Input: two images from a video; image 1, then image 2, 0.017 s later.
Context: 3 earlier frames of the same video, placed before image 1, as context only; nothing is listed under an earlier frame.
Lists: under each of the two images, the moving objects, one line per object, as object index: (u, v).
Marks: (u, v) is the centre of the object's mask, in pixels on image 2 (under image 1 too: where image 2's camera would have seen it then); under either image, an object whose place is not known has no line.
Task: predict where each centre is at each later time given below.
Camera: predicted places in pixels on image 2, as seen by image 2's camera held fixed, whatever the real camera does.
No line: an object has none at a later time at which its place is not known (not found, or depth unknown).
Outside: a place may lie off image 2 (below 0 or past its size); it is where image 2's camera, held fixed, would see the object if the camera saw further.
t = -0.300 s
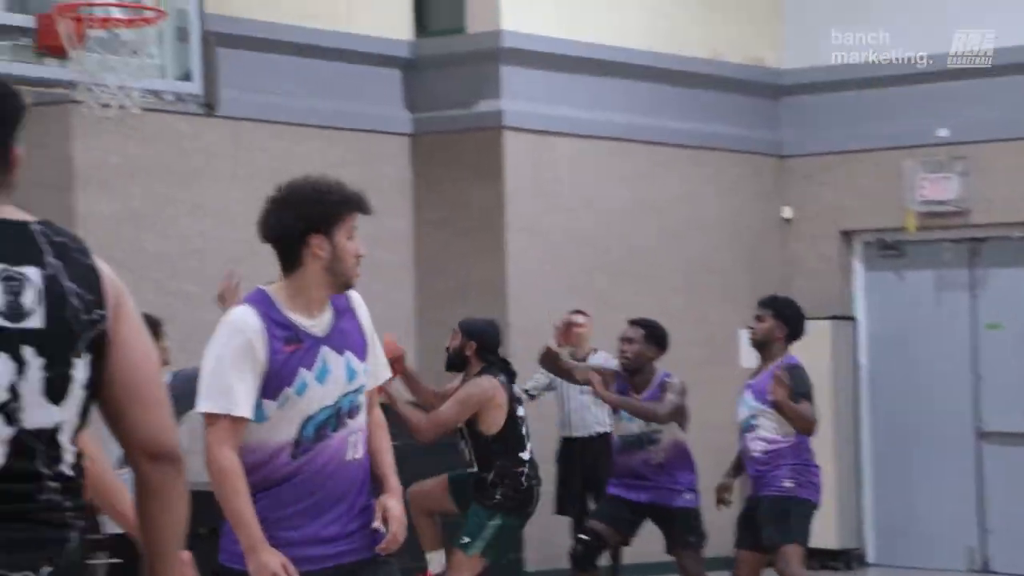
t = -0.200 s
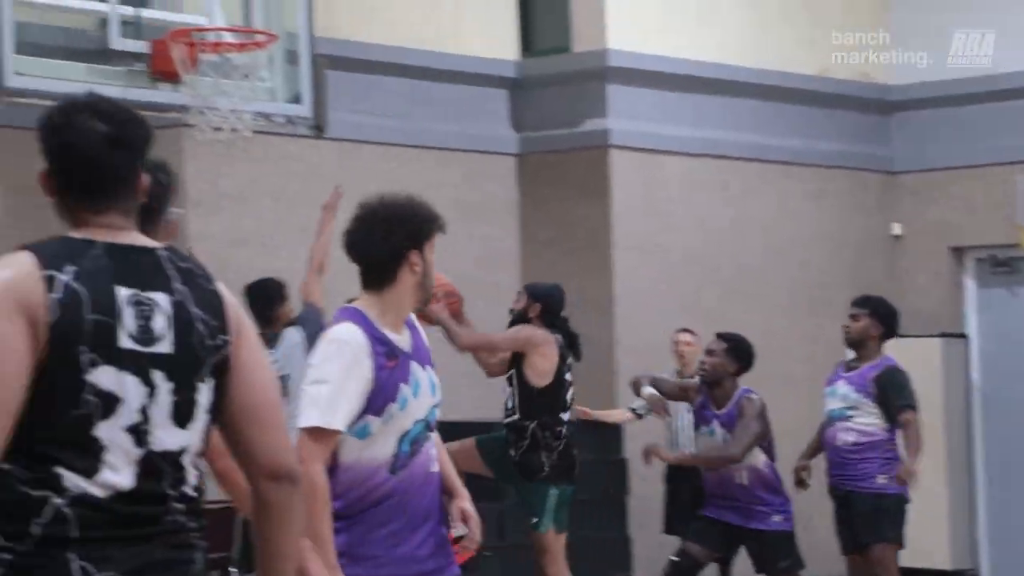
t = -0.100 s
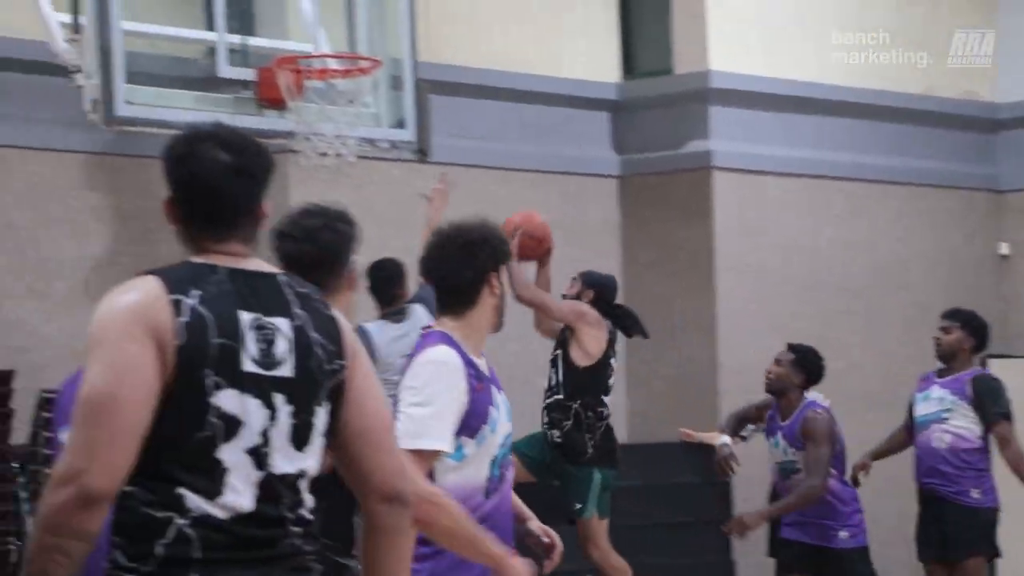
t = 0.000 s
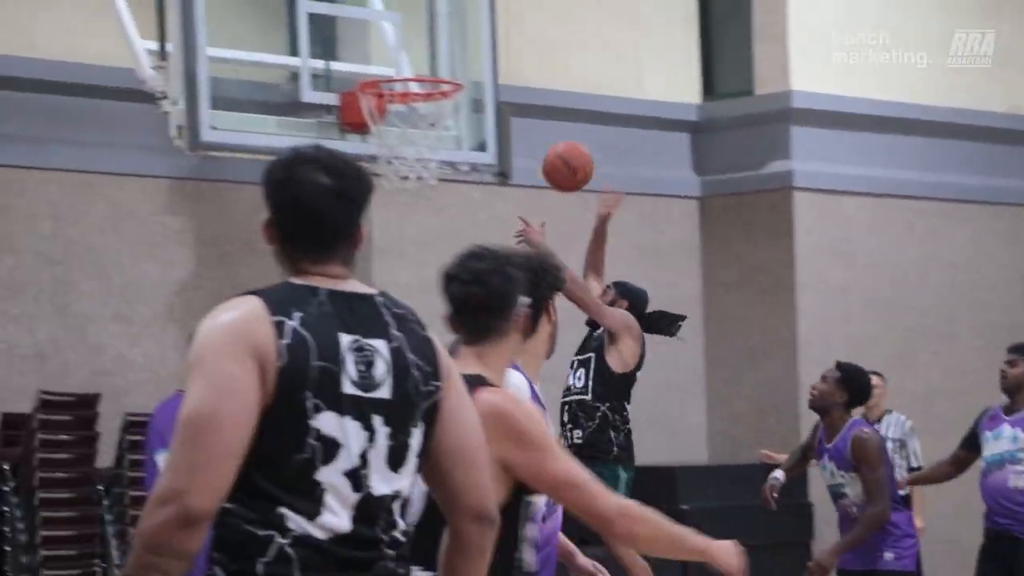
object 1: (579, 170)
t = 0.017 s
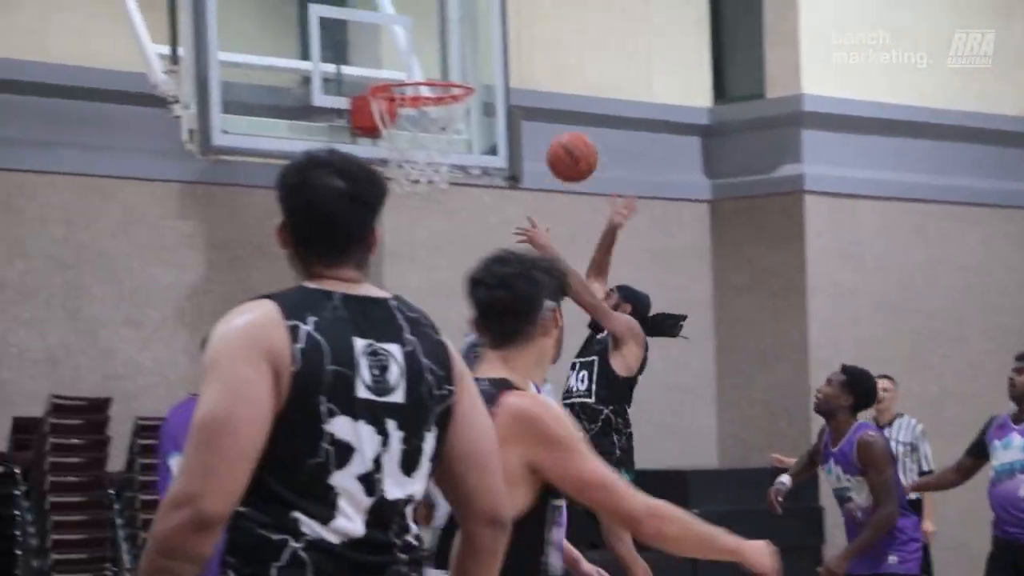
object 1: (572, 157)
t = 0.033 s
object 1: (565, 144)
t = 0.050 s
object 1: (559, 132)
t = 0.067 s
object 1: (552, 120)
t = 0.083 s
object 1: (545, 109)
